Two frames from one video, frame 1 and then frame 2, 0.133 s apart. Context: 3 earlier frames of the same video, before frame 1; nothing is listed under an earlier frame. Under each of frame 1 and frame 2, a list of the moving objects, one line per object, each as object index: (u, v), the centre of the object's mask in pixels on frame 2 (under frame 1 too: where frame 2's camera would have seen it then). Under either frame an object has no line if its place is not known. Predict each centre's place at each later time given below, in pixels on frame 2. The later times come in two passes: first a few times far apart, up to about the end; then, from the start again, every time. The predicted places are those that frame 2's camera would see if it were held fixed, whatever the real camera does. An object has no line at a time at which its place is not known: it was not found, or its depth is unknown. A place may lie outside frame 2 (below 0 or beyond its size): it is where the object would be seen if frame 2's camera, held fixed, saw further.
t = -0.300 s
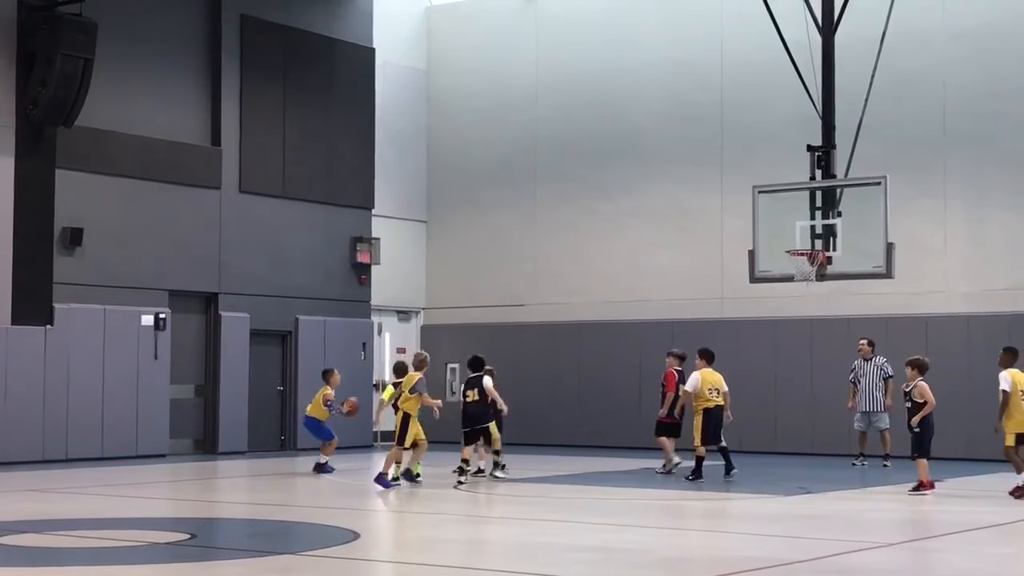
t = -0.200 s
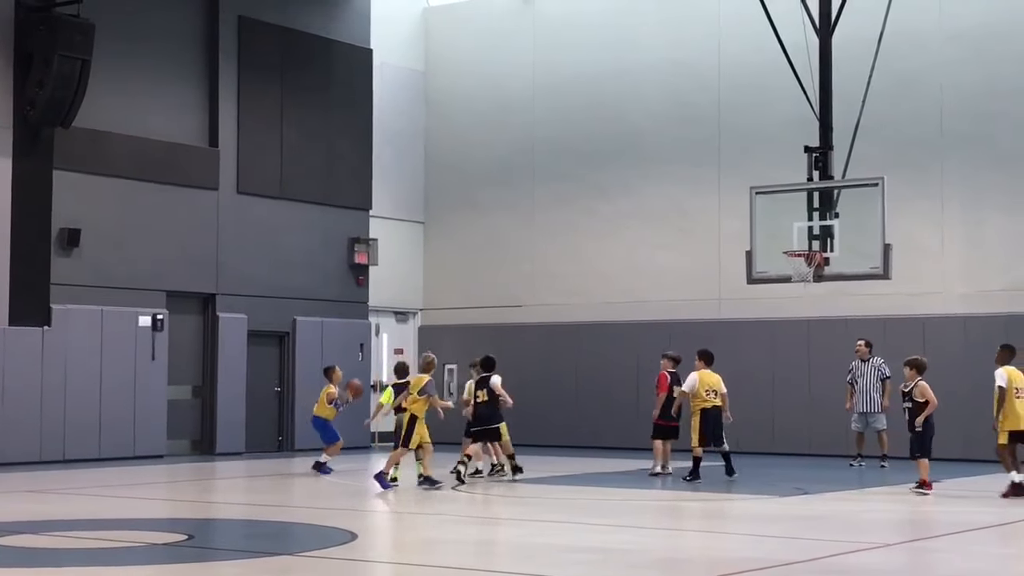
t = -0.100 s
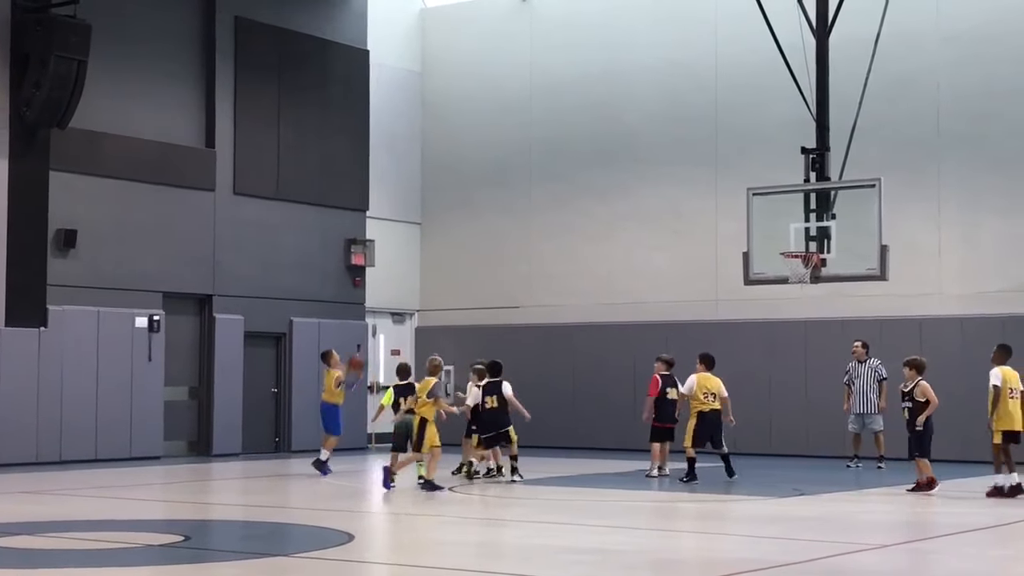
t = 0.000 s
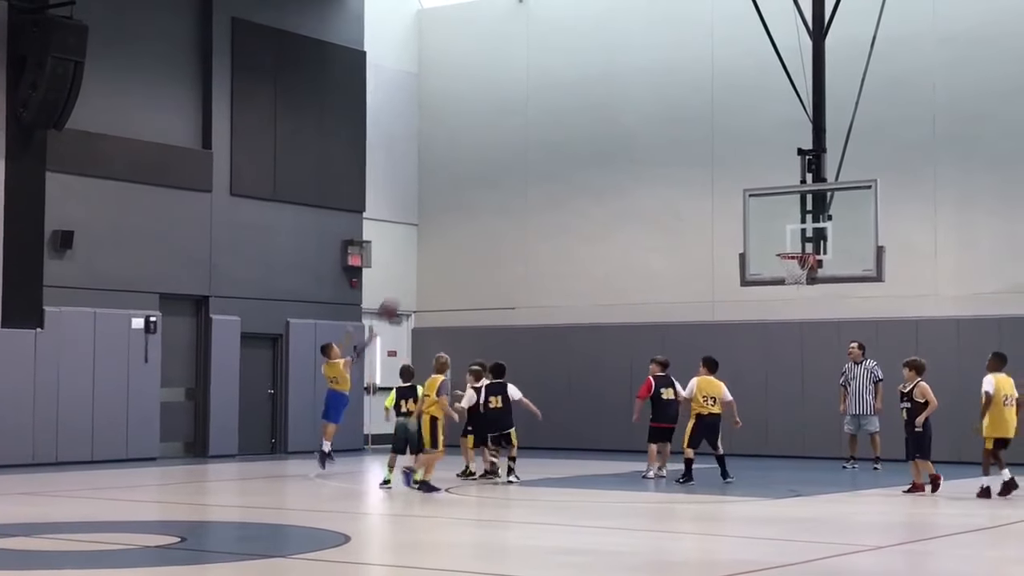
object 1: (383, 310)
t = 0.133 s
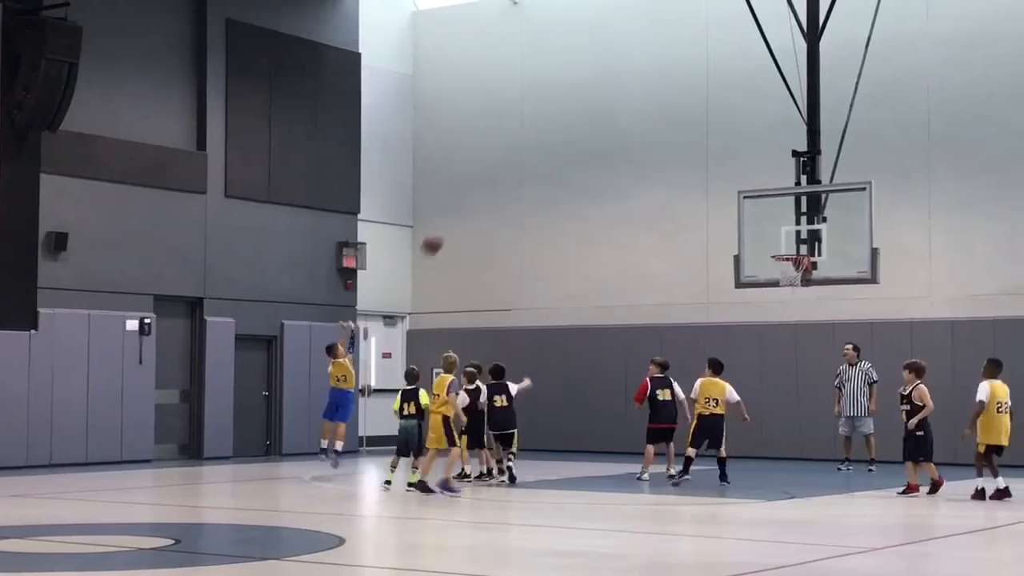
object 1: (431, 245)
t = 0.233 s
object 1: (468, 204)
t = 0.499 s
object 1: (562, 137)
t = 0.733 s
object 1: (641, 126)
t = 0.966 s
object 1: (716, 155)
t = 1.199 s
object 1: (789, 224)
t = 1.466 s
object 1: (853, 204)
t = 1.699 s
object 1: (875, 189)
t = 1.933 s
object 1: (896, 218)
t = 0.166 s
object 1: (443, 231)
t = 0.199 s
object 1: (456, 216)
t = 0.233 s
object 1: (468, 204)
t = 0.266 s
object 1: (480, 192)
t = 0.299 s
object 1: (491, 182)
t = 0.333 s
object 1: (503, 172)
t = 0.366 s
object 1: (515, 164)
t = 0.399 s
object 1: (526, 156)
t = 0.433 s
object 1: (538, 149)
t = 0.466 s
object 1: (549, 143)
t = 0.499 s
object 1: (562, 137)
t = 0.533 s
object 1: (573, 133)
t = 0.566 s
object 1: (584, 129)
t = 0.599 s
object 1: (596, 127)
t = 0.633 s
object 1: (607, 125)
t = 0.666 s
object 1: (618, 125)
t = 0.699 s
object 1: (630, 125)
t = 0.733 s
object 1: (641, 126)
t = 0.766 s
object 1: (652, 127)
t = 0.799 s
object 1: (663, 129)
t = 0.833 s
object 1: (673, 133)
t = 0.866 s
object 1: (685, 137)
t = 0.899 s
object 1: (695, 143)
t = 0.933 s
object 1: (706, 149)
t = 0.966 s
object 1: (716, 155)
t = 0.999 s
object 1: (727, 163)
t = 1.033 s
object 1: (738, 171)
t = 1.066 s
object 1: (749, 181)
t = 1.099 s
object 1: (759, 191)
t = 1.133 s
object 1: (770, 203)
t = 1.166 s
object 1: (780, 213)
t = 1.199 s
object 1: (789, 224)
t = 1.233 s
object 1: (801, 238)
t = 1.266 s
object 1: (811, 246)
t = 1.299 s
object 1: (818, 236)
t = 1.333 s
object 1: (825, 227)
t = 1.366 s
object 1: (832, 221)
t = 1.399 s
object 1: (839, 214)
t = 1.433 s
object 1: (847, 209)
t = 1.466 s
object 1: (853, 204)
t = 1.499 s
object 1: (858, 200)
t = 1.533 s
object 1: (860, 195)
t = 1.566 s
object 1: (864, 192)
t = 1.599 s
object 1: (867, 190)
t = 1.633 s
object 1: (870, 189)
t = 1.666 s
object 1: (873, 188)
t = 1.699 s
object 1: (875, 189)
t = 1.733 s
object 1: (878, 190)
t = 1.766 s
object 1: (881, 193)
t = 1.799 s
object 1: (884, 196)
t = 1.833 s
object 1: (887, 200)
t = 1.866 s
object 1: (890, 205)
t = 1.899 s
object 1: (893, 211)
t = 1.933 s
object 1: (896, 218)
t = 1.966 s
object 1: (900, 226)
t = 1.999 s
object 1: (903, 235)
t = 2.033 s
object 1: (906, 245)
